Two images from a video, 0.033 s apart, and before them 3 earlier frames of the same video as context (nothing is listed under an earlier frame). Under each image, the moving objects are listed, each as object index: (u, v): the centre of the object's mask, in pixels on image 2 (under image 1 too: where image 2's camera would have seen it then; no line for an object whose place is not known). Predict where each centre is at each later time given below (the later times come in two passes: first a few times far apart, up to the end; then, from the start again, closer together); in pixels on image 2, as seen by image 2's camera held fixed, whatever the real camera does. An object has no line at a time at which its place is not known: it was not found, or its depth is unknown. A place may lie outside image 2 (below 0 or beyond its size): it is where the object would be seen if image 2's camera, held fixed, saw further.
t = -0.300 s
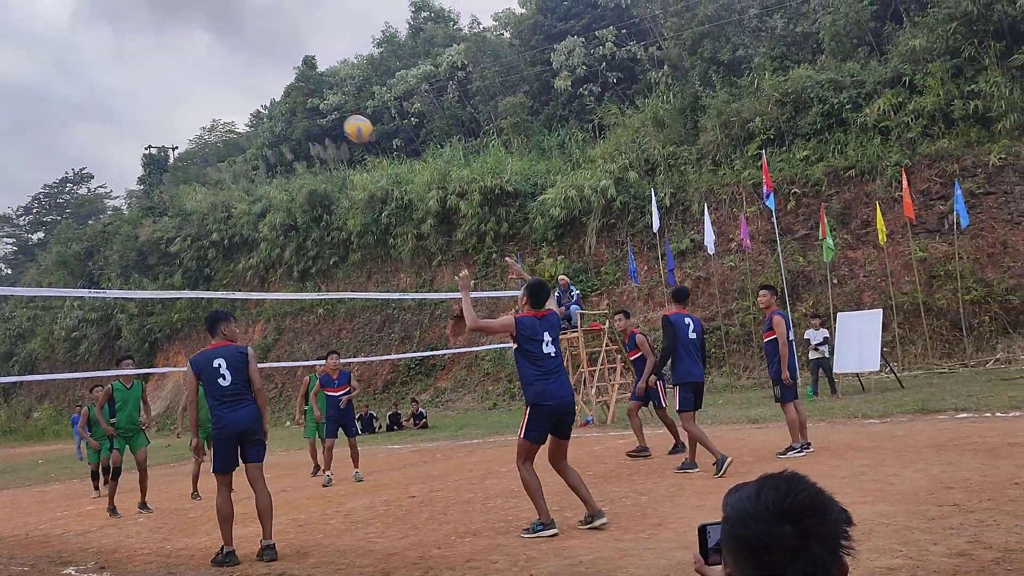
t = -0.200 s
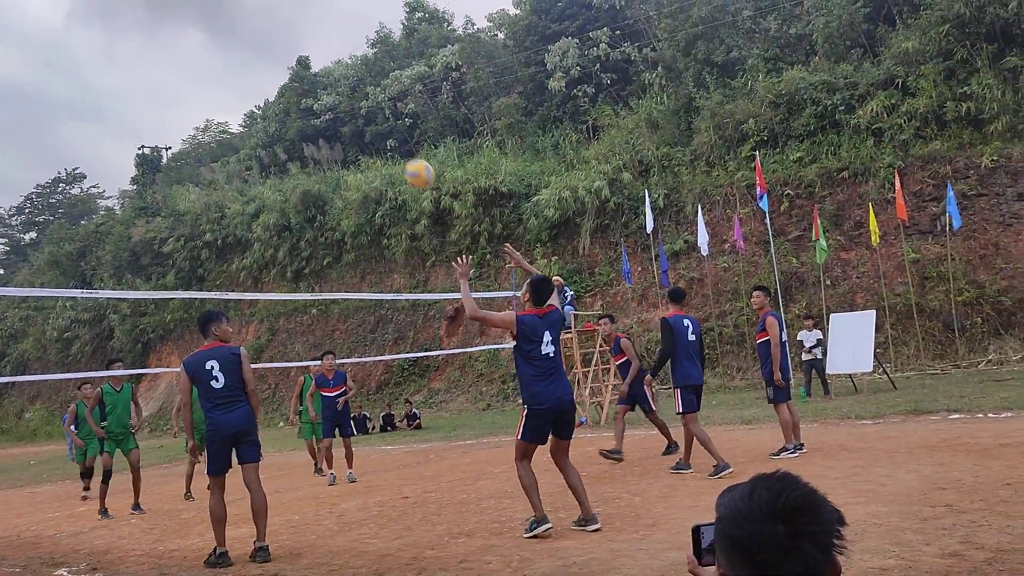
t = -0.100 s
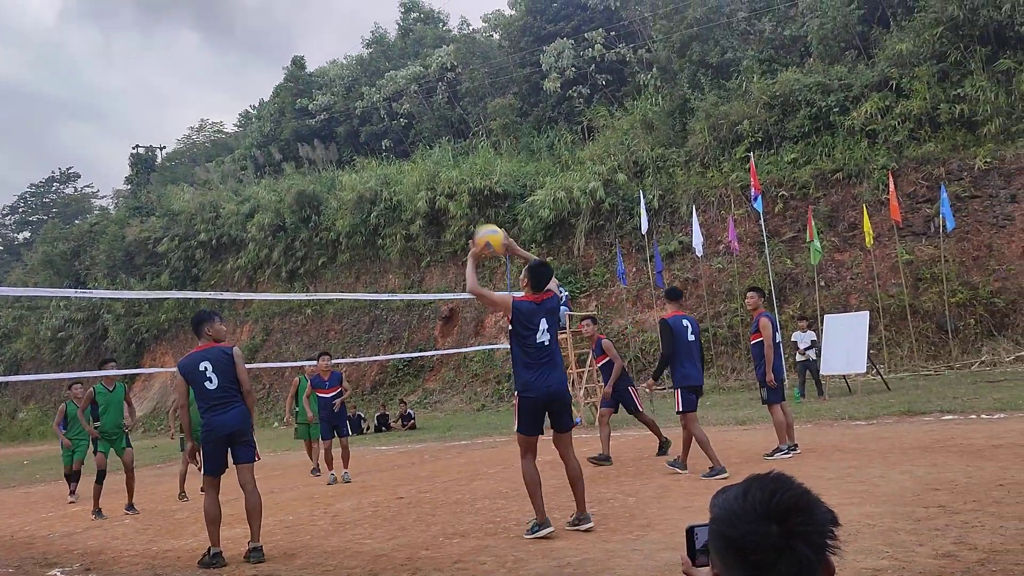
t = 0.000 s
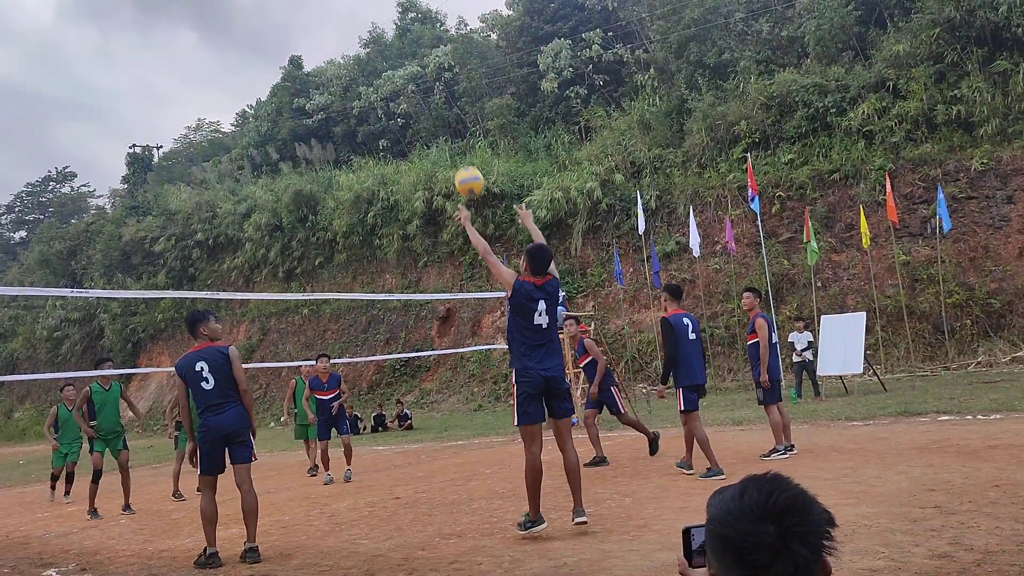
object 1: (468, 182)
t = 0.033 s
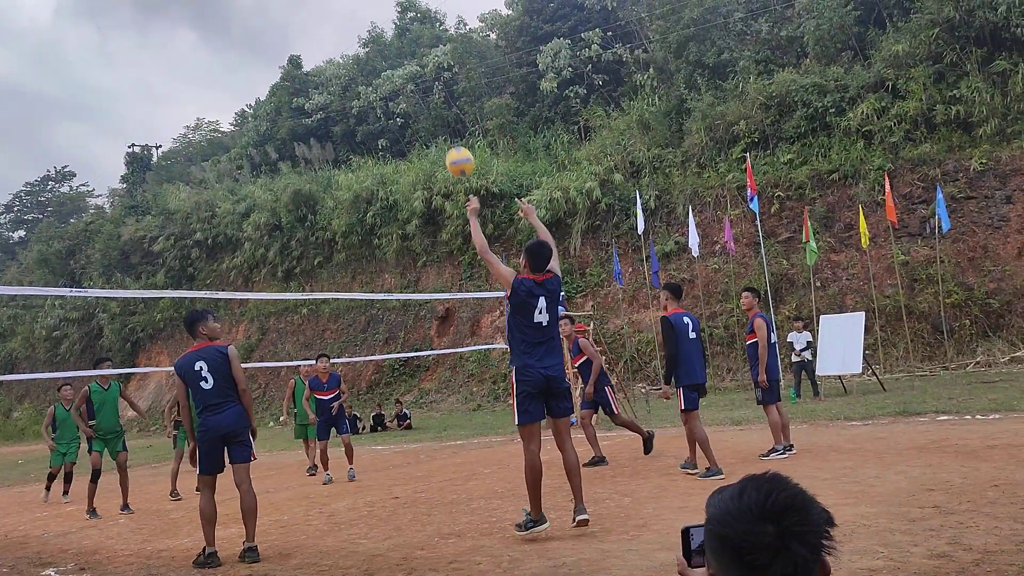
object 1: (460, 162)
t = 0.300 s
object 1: (404, 75)
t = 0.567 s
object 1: (368, 78)
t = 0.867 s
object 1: (345, 153)
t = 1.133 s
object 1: (333, 265)
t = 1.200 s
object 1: (331, 299)
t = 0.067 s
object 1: (451, 145)
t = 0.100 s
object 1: (444, 130)
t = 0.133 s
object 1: (436, 116)
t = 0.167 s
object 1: (429, 104)
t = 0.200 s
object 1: (422, 95)
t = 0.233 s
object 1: (416, 87)
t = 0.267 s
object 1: (410, 80)
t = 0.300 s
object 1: (404, 75)
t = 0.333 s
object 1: (398, 71)
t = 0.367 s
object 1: (393, 69)
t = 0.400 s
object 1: (388, 68)
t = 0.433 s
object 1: (384, 67)
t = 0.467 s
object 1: (379, 69)
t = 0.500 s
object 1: (376, 71)
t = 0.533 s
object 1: (372, 74)
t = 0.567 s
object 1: (368, 78)
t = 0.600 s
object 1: (365, 84)
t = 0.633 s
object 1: (362, 90)
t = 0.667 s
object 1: (359, 96)
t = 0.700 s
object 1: (356, 104)
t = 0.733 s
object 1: (354, 113)
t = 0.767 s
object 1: (352, 122)
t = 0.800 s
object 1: (349, 132)
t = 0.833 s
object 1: (347, 142)
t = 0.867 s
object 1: (345, 153)
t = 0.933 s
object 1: (341, 178)
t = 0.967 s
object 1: (340, 191)
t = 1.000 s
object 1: (338, 205)
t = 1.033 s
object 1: (337, 219)
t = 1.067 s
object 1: (335, 234)
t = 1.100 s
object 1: (334, 249)
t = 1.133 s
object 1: (333, 265)
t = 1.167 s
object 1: (331, 281)
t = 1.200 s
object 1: (331, 299)
